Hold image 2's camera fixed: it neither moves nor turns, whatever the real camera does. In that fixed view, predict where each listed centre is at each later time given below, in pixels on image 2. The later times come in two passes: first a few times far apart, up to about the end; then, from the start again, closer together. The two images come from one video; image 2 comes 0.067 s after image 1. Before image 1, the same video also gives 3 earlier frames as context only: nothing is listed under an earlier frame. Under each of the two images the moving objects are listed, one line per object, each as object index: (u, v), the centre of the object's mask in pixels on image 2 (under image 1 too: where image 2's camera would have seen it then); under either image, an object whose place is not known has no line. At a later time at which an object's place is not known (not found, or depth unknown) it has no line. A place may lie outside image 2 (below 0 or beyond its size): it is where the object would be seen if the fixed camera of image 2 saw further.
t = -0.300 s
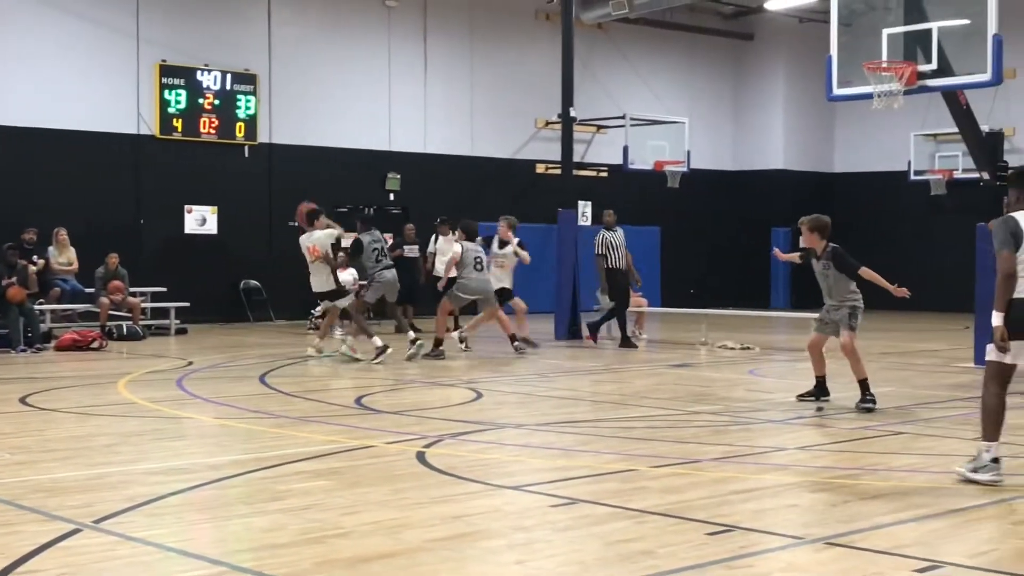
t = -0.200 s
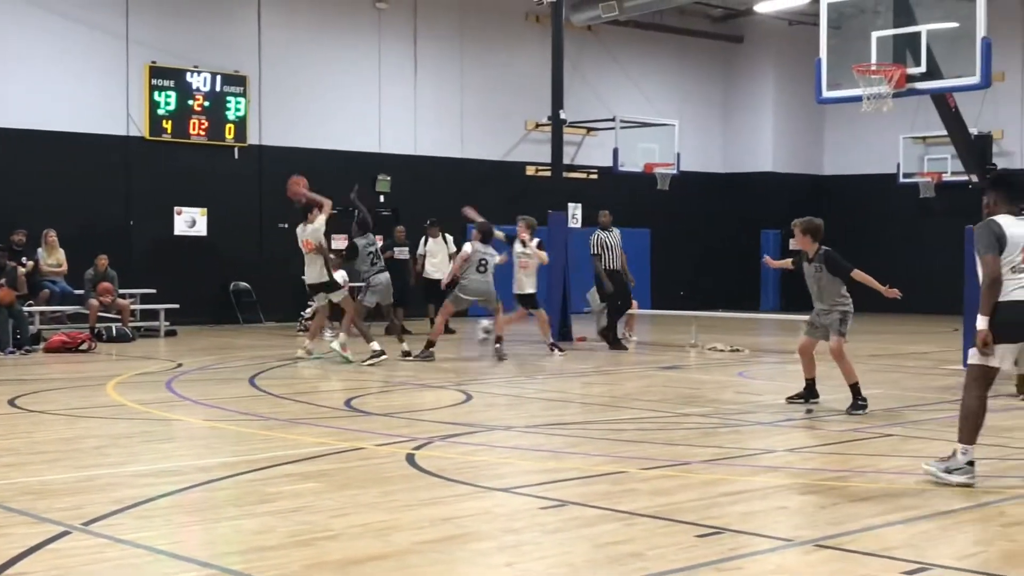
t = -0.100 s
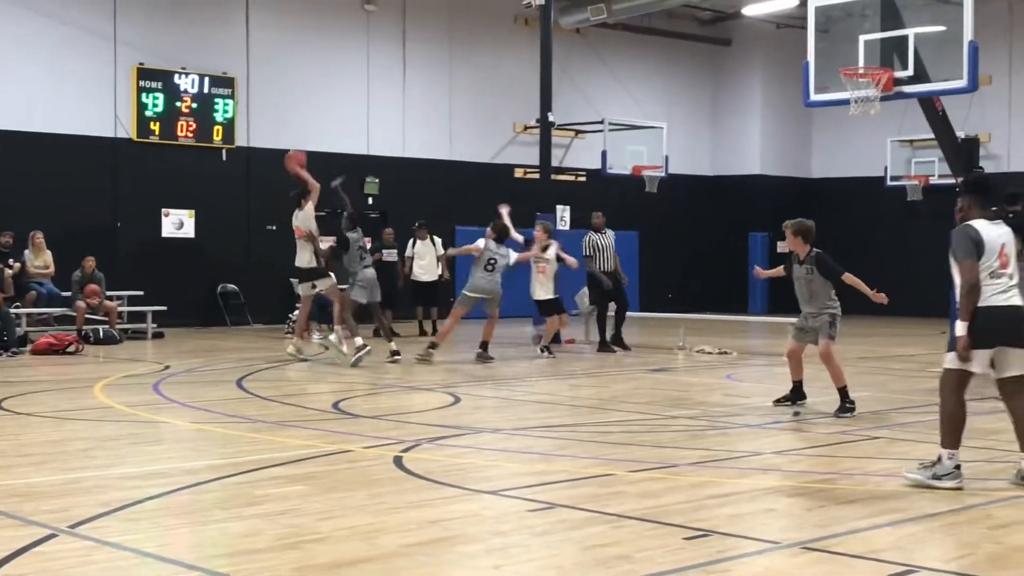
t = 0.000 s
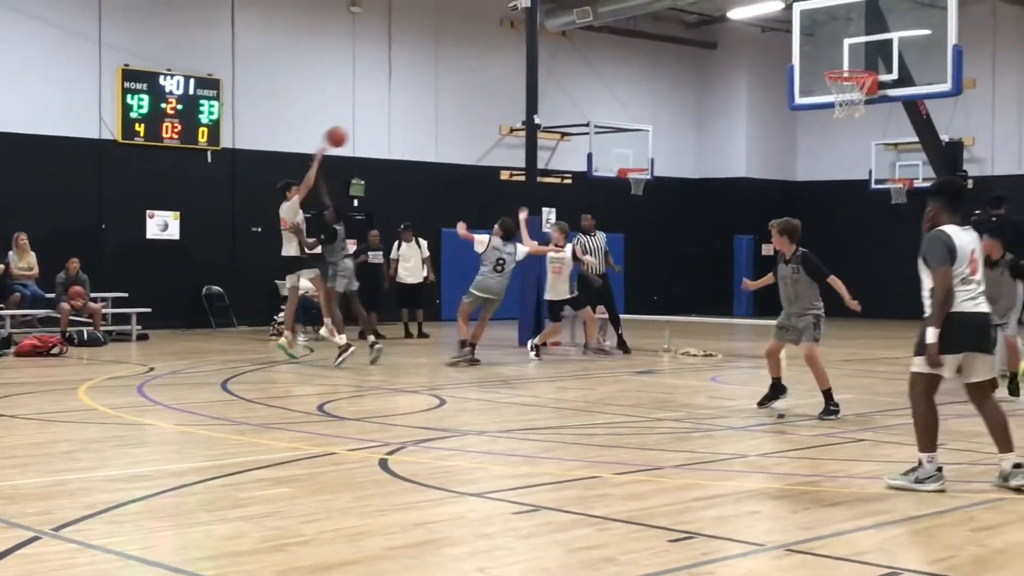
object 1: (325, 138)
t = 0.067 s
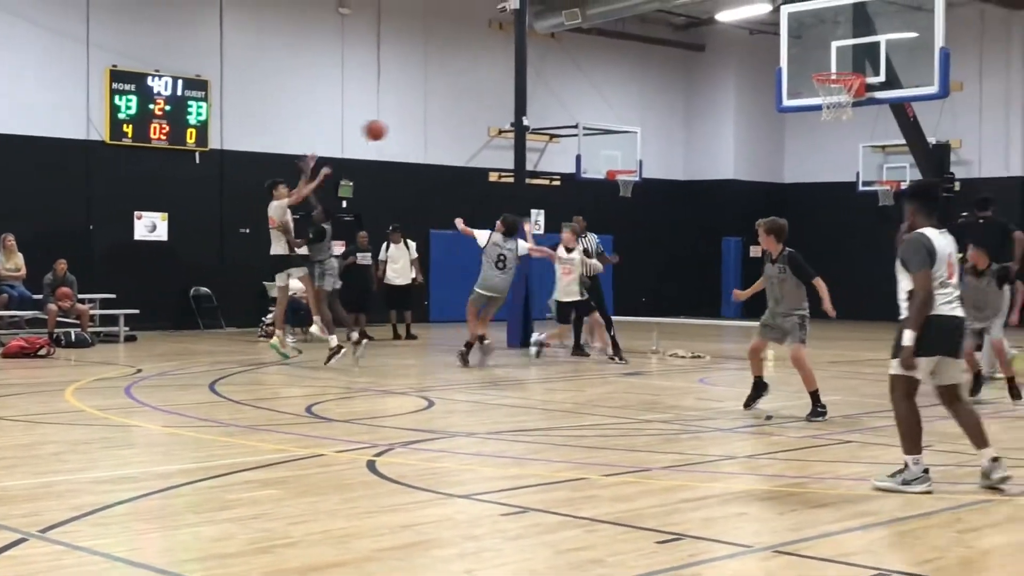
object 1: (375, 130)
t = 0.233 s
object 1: (501, 128)
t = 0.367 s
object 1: (603, 142)
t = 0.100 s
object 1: (400, 128)
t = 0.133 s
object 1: (425, 127)
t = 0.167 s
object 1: (451, 126)
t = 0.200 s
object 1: (476, 127)
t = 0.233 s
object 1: (501, 128)
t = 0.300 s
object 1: (553, 133)
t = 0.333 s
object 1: (578, 137)
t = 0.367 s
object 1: (603, 142)
